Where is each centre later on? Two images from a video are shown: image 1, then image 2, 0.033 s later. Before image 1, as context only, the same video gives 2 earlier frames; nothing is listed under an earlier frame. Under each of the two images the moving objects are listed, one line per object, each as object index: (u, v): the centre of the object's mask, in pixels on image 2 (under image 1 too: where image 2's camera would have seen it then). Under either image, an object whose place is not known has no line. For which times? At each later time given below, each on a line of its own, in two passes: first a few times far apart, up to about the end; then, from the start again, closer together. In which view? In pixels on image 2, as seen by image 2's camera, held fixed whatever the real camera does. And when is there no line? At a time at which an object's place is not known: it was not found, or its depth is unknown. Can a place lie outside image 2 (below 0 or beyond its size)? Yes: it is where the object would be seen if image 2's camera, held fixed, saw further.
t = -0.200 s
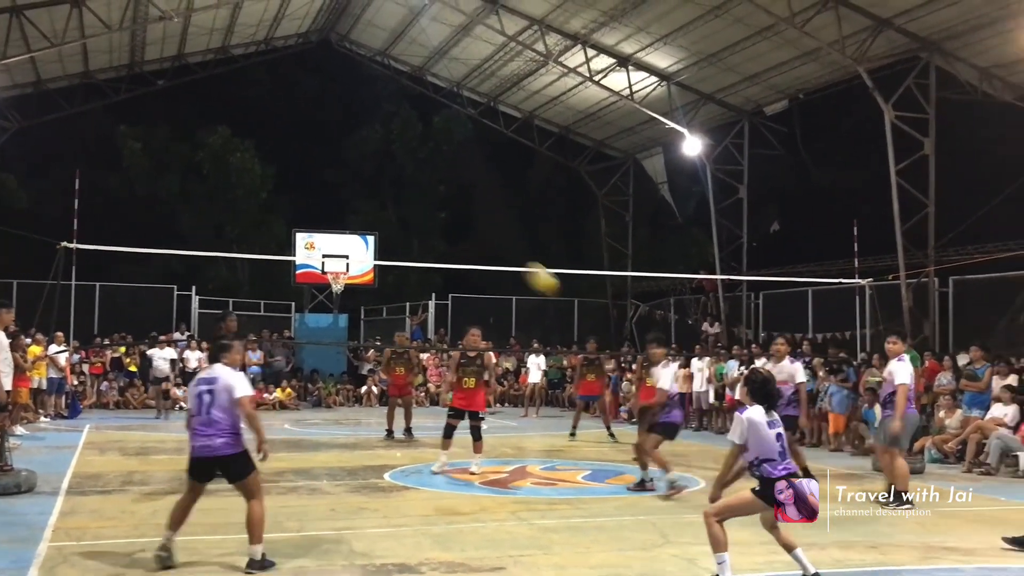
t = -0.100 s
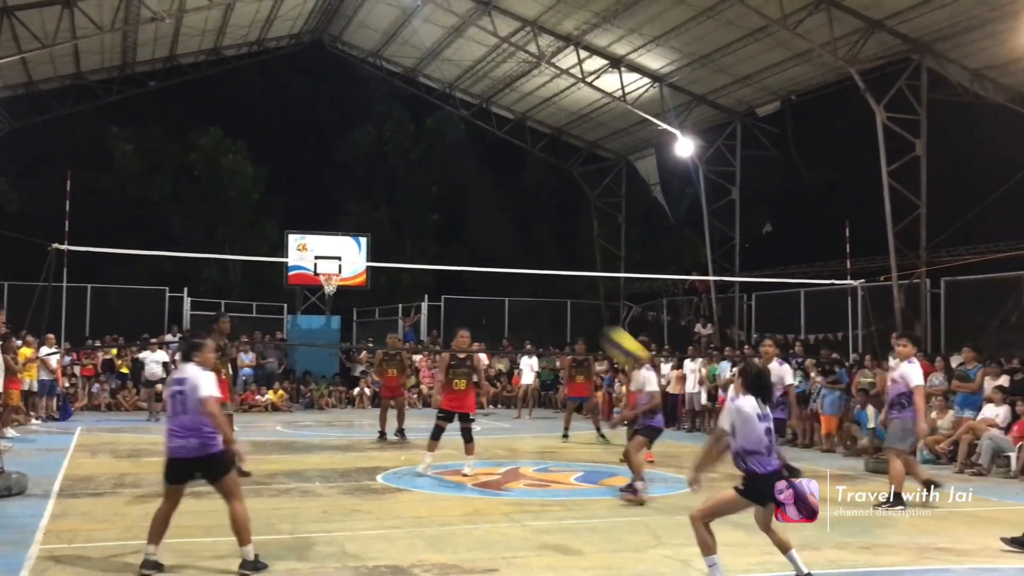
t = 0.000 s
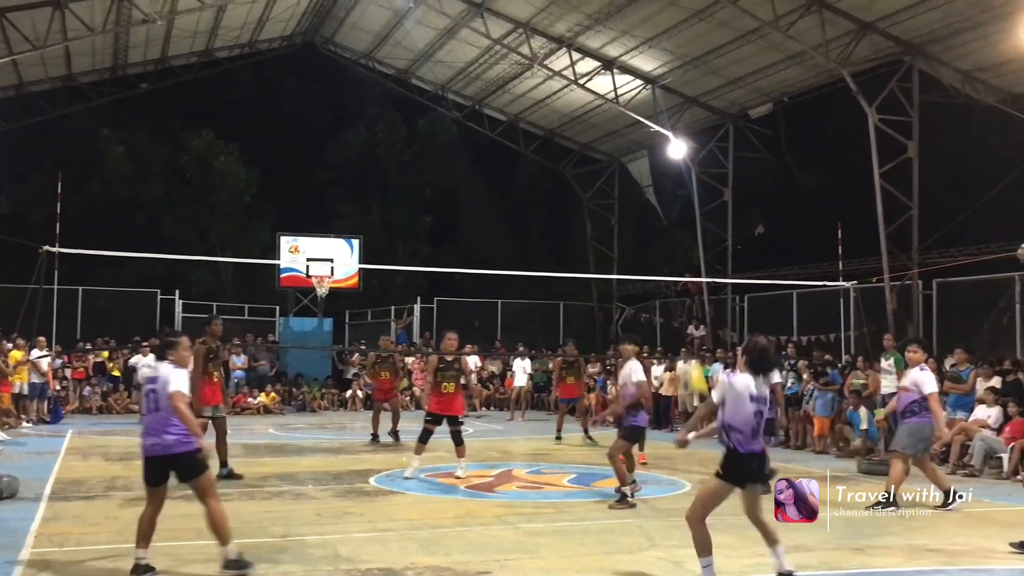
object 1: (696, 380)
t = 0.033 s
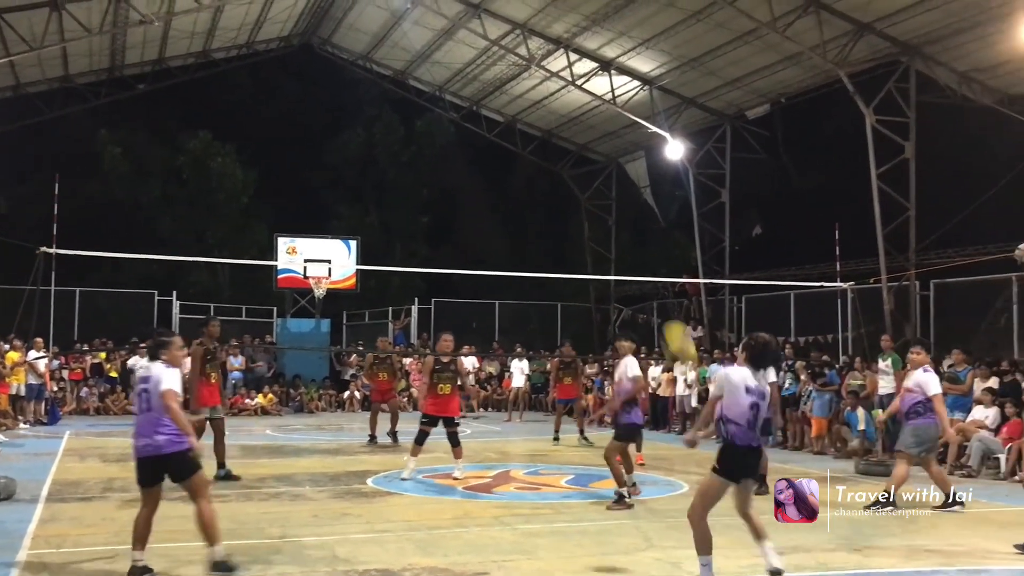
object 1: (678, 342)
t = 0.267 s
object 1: (625, 159)
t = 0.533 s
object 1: (577, 59)
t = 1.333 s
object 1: (466, 250)
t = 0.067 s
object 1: (670, 314)
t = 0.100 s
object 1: (661, 280)
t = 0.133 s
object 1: (653, 253)
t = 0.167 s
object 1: (648, 226)
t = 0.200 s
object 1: (640, 201)
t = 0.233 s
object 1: (632, 179)
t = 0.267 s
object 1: (625, 159)
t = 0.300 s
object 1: (619, 142)
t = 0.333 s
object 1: (611, 122)
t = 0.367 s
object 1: (606, 110)
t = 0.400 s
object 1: (600, 96)
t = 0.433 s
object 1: (593, 85)
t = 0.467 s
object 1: (588, 76)
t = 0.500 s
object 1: (582, 67)
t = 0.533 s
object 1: (577, 59)
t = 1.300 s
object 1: (470, 233)
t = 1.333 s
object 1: (466, 250)
